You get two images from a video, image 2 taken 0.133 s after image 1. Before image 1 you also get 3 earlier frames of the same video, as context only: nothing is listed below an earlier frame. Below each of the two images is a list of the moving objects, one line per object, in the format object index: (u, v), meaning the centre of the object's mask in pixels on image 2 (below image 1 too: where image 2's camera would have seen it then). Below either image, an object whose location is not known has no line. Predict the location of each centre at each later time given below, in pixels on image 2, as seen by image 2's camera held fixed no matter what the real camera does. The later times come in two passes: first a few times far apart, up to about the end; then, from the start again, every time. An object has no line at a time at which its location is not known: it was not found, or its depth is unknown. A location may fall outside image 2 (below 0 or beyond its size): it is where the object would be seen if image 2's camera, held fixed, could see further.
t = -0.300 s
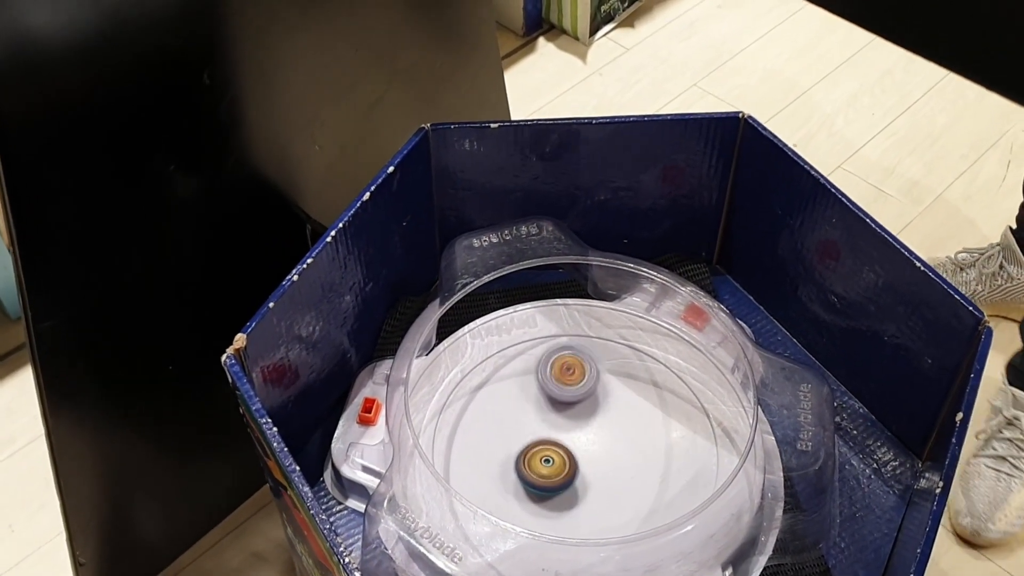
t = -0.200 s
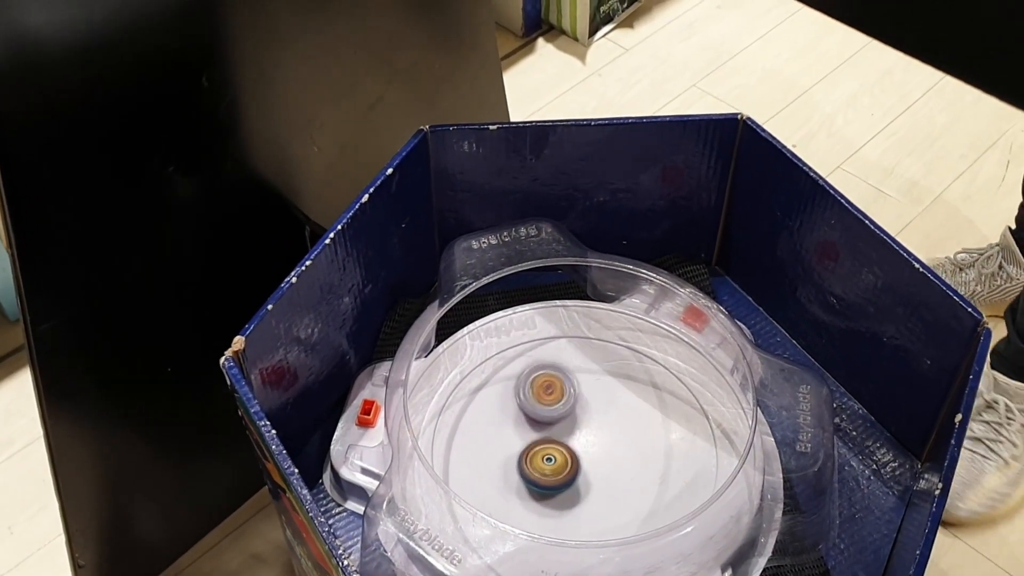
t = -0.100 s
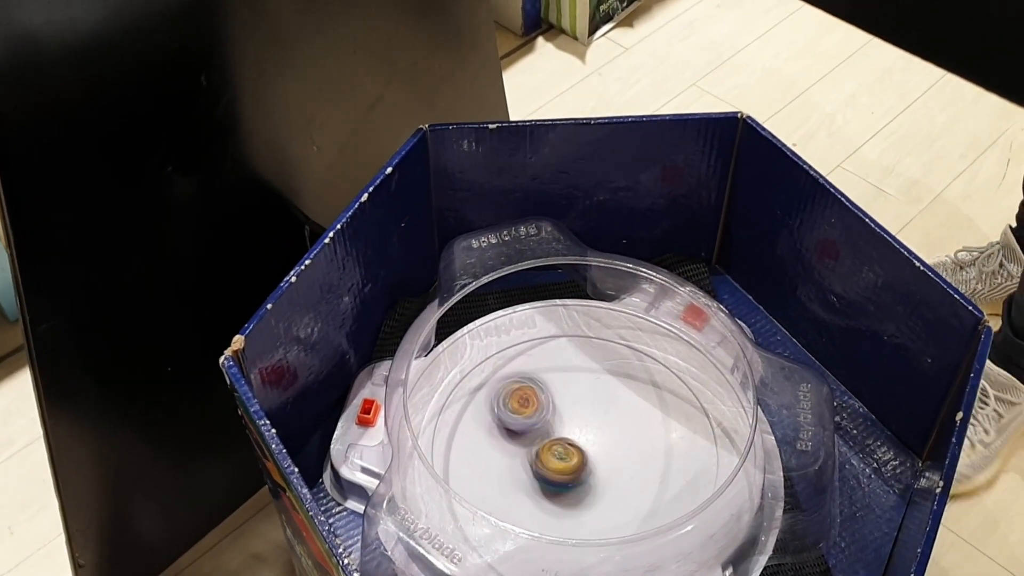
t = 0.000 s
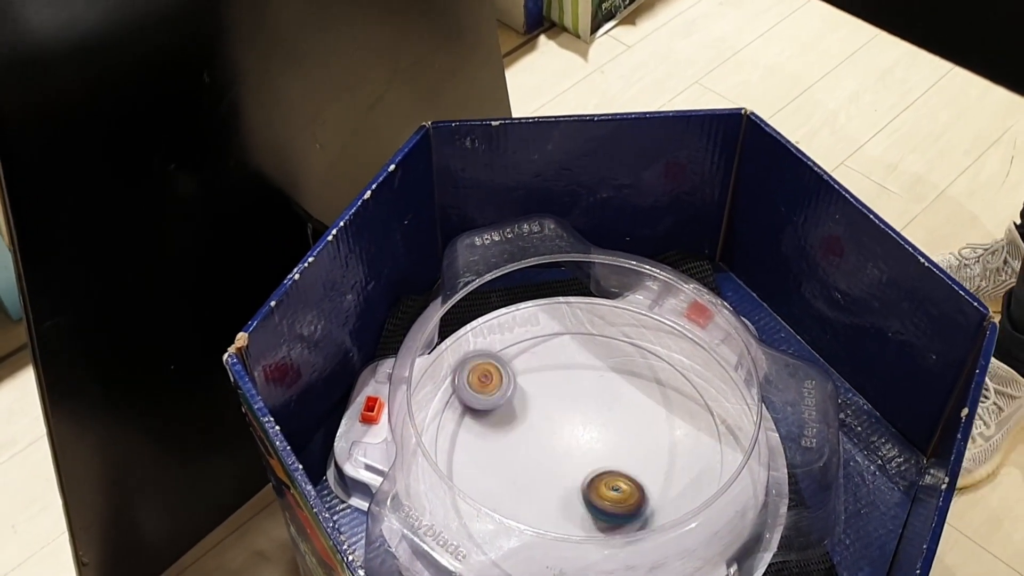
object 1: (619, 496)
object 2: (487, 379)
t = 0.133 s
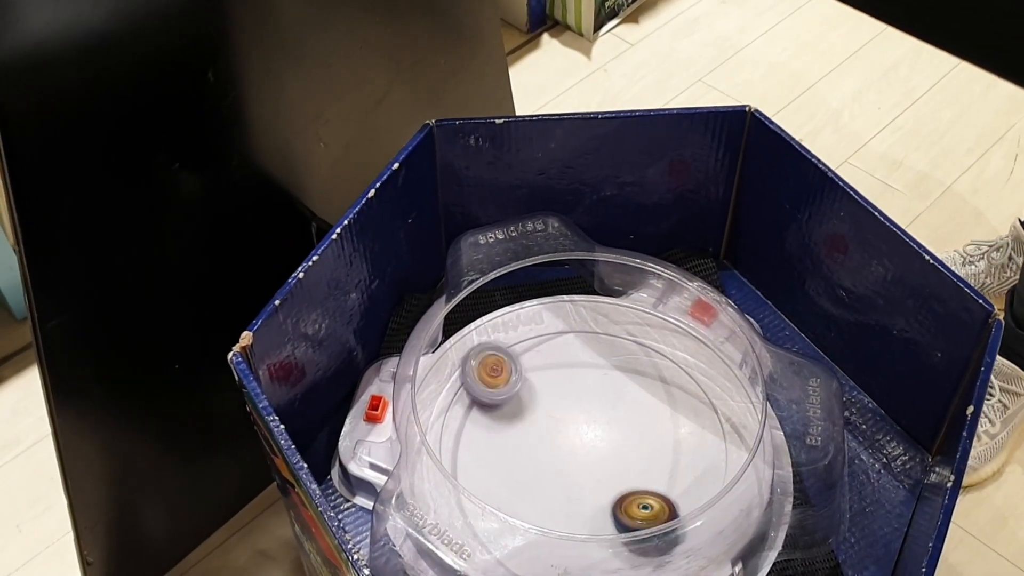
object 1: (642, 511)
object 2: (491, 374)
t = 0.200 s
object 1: (645, 511)
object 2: (505, 383)
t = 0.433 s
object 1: (638, 489)
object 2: (517, 441)
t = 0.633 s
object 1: (621, 439)
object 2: (525, 487)
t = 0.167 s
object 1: (644, 511)
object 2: (499, 378)
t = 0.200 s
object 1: (645, 511)
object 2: (505, 383)
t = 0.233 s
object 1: (645, 510)
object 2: (509, 389)
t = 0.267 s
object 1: (646, 508)
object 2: (512, 398)
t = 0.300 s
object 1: (645, 506)
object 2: (512, 407)
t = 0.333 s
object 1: (644, 504)
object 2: (513, 414)
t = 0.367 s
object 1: (643, 501)
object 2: (514, 425)
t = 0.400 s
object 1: (640, 495)
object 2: (514, 432)
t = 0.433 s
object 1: (638, 489)
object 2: (517, 441)
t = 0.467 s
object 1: (636, 482)
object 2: (517, 449)
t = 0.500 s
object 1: (633, 475)
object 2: (518, 458)
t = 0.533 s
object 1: (630, 467)
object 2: (520, 467)
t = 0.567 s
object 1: (627, 458)
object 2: (521, 474)
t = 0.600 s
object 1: (624, 449)
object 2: (523, 481)
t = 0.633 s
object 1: (621, 439)
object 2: (525, 487)
